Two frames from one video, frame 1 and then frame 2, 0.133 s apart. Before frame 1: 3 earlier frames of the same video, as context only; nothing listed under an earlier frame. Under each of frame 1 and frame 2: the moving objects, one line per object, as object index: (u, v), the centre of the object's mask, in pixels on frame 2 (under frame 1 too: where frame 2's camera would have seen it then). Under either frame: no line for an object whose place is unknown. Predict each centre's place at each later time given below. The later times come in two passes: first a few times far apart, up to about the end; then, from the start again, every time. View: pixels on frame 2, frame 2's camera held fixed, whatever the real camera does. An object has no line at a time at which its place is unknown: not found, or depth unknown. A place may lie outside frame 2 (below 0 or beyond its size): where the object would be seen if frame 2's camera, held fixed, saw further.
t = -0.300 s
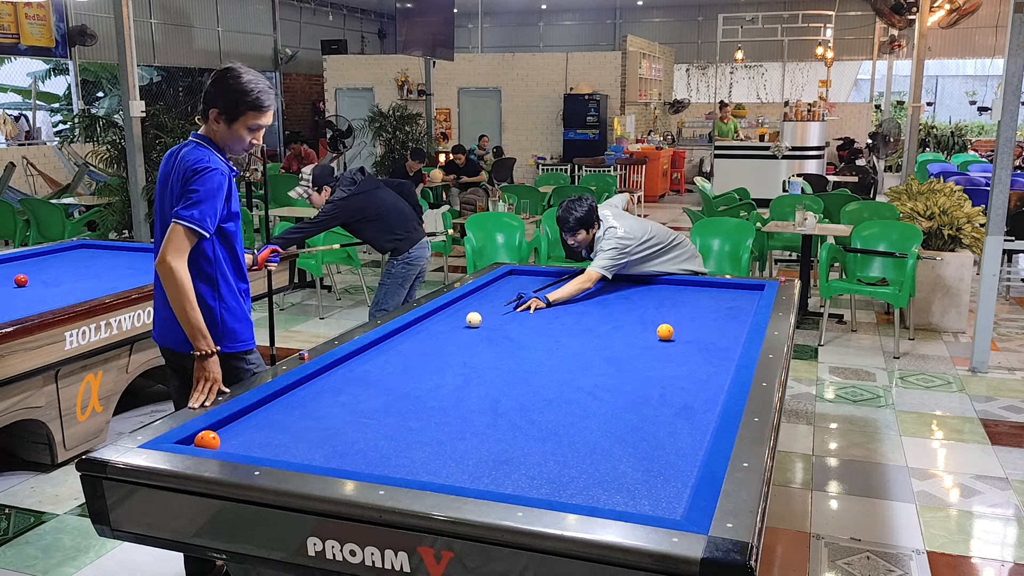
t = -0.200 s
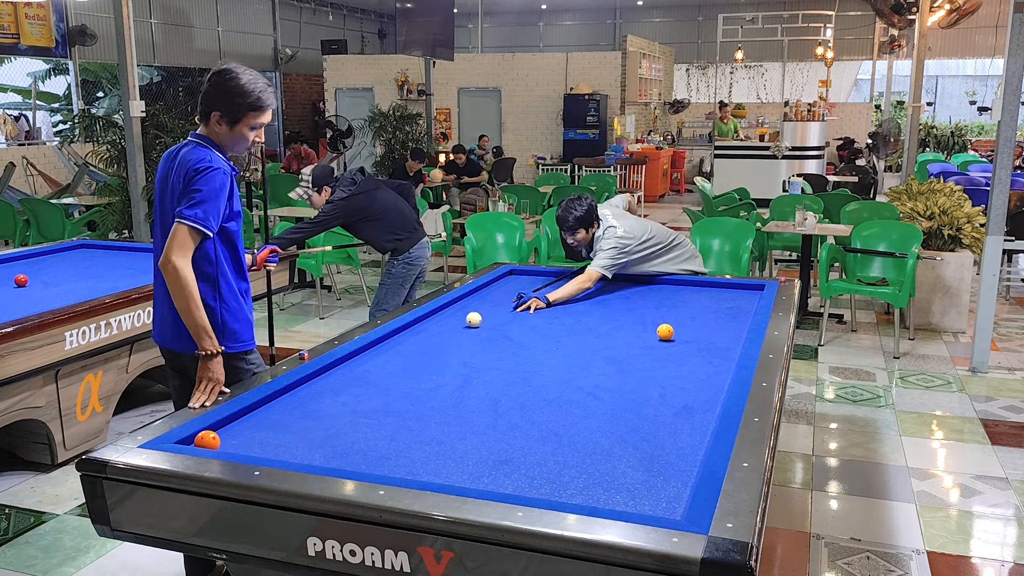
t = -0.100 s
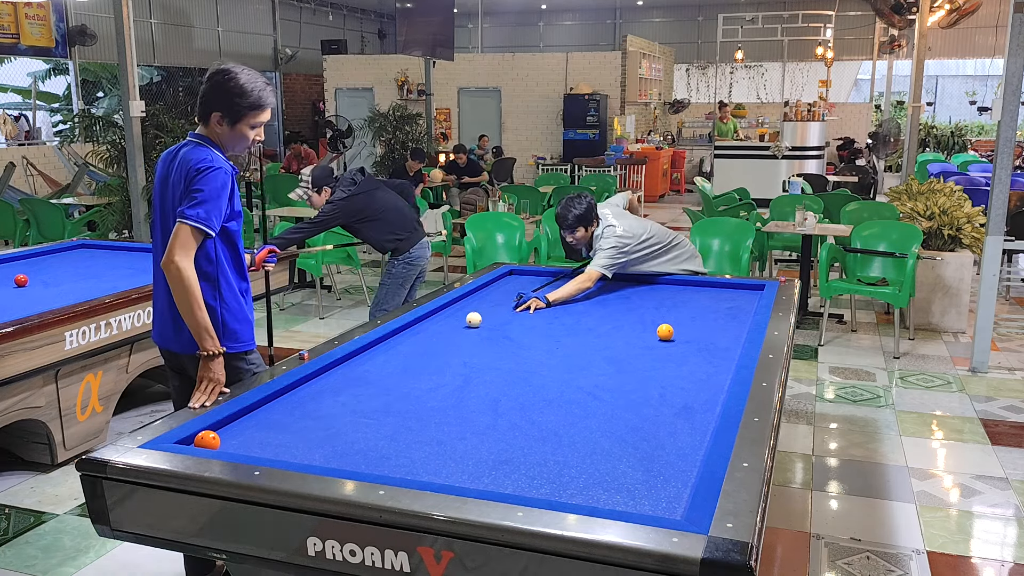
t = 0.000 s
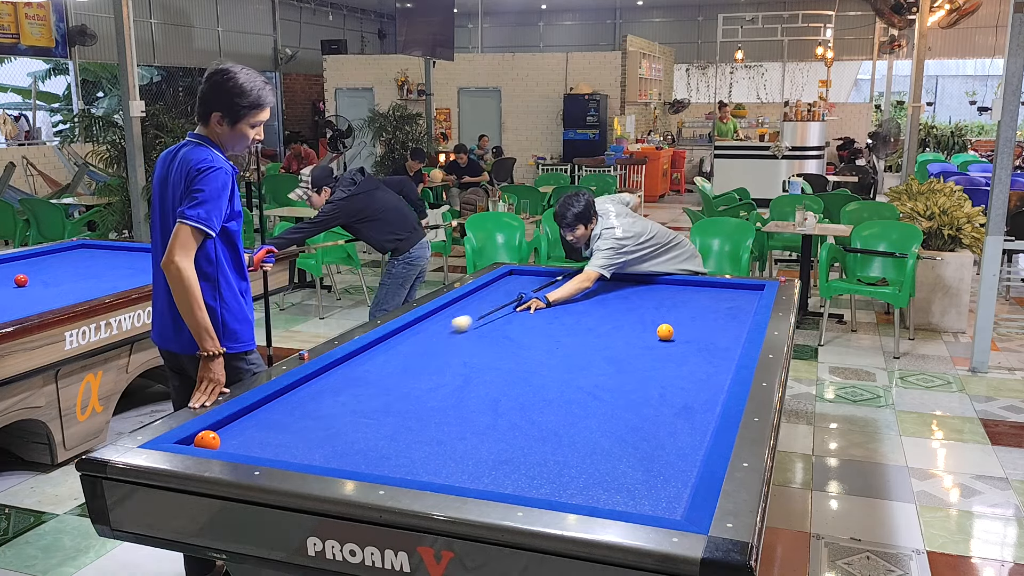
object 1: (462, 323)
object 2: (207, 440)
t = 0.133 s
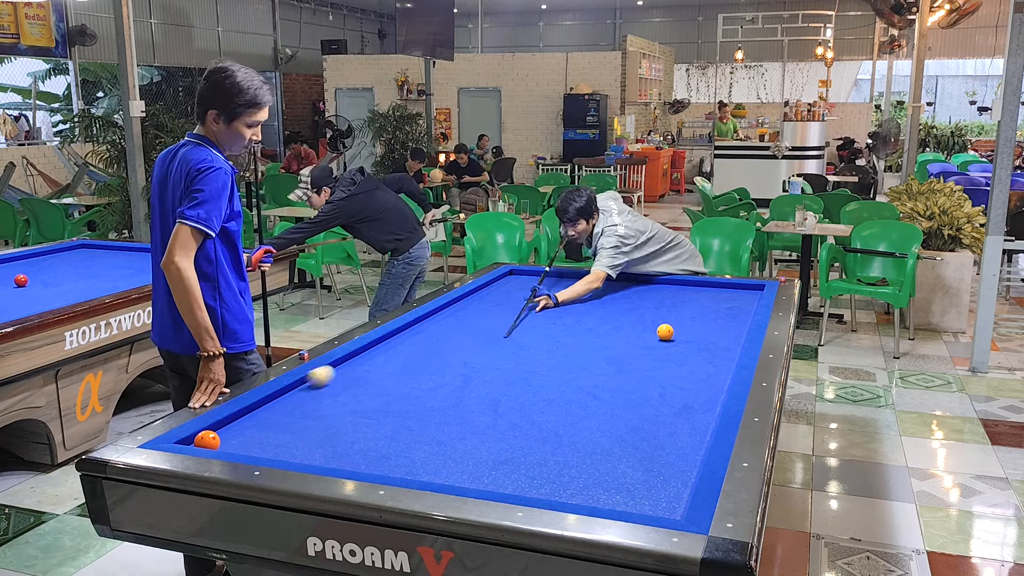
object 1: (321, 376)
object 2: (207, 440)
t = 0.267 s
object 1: (246, 448)
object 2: (191, 439)
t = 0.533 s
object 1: (610, 414)
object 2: (329, 414)
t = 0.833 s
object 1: (615, 355)
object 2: (446, 389)
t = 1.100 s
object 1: (544, 314)
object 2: (535, 370)
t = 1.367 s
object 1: (500, 285)
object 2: (611, 354)
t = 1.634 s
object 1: (551, 274)
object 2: (678, 340)
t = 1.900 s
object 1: (557, 281)
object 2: (738, 328)
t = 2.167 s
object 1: (562, 288)
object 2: (725, 315)
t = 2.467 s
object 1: (567, 296)
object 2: (708, 303)
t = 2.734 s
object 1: (572, 304)
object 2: (695, 293)
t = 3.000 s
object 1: (578, 312)
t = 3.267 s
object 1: (583, 321)
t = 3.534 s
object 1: (589, 330)
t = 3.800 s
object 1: (596, 340)
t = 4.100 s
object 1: (603, 352)
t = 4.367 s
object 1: (611, 363)
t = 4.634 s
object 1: (619, 375)
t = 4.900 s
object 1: (627, 388)
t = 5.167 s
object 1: (636, 403)
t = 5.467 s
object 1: (647, 420)
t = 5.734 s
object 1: (657, 437)
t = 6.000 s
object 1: (669, 454)
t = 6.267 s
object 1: (680, 473)
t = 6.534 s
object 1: (675, 489)
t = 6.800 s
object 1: (658, 503)
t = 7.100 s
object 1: (644, 504)
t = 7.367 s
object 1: (637, 497)
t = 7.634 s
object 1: (632, 489)
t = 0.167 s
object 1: (286, 394)
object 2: (207, 440)
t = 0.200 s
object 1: (263, 413)
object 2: (207, 440)
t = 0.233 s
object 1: (236, 435)
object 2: (207, 440)
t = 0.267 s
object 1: (246, 448)
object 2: (191, 439)
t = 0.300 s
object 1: (298, 447)
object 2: (212, 437)
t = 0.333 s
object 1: (349, 440)
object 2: (232, 434)
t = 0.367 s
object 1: (398, 435)
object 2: (251, 430)
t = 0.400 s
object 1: (445, 431)
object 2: (268, 427)
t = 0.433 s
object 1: (489, 426)
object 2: (284, 423)
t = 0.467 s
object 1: (531, 421)
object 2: (300, 420)
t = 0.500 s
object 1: (572, 417)
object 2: (315, 417)
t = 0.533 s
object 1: (610, 414)
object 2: (329, 414)
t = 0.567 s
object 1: (648, 410)
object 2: (343, 411)
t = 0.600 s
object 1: (684, 407)
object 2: (357, 408)
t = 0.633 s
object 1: (715, 403)
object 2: (371, 404)
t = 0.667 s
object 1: (697, 394)
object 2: (384, 402)
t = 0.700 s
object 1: (677, 385)
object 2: (397, 399)
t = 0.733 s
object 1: (659, 377)
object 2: (410, 396)
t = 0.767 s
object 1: (643, 369)
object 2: (422, 394)
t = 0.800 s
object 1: (628, 362)
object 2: (434, 391)
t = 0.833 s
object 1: (615, 355)
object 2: (446, 389)
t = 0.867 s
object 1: (603, 349)
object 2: (458, 386)
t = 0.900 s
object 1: (592, 343)
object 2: (470, 383)
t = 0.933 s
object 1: (582, 337)
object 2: (481, 381)
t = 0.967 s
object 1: (573, 332)
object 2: (492, 379)
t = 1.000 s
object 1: (565, 327)
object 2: (503, 377)
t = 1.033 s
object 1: (558, 323)
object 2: (514, 375)
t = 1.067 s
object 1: (551, 318)
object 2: (524, 373)
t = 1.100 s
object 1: (544, 314)
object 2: (535, 370)
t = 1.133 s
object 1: (538, 310)
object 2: (545, 368)
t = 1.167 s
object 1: (532, 306)
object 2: (554, 366)
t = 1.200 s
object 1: (526, 302)
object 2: (564, 364)
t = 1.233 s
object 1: (520, 299)
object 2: (574, 362)
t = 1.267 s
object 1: (515, 295)
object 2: (583, 360)
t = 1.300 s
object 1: (510, 292)
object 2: (593, 358)
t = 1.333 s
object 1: (505, 289)
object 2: (602, 356)
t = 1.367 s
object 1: (500, 285)
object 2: (611, 354)
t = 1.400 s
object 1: (495, 282)
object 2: (620, 352)
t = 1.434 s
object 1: (499, 280)
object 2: (629, 351)
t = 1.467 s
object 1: (509, 279)
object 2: (637, 349)
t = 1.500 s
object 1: (518, 278)
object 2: (646, 347)
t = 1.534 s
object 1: (527, 277)
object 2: (654, 345)
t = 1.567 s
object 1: (535, 276)
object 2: (662, 343)
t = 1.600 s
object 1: (543, 275)
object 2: (671, 342)
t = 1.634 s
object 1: (551, 274)
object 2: (678, 340)
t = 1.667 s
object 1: (556, 273)
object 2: (686, 339)
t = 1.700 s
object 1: (556, 274)
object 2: (694, 337)
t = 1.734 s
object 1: (556, 276)
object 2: (702, 335)
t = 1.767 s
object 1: (556, 277)
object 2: (709, 334)
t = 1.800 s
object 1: (556, 278)
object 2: (717, 332)
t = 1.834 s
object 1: (557, 279)
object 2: (724, 331)
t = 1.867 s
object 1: (557, 280)
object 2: (731, 329)
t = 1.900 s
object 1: (557, 281)
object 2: (738, 328)
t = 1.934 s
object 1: (558, 282)
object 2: (744, 326)
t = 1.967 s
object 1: (559, 283)
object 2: (741, 324)
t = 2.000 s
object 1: (559, 283)
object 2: (737, 323)
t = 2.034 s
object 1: (560, 284)
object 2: (733, 321)
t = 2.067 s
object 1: (560, 285)
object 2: (731, 320)
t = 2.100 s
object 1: (561, 286)
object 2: (729, 318)
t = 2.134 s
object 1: (561, 287)
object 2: (727, 317)
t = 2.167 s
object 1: (562, 288)
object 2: (725, 315)
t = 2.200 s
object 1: (562, 288)
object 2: (723, 314)
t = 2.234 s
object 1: (563, 290)
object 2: (721, 312)
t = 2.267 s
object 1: (564, 290)
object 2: (719, 311)
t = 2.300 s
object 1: (564, 291)
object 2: (717, 309)
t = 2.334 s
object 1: (565, 292)
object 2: (716, 308)
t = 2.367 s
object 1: (565, 293)
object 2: (714, 307)
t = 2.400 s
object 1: (566, 294)
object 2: (712, 305)
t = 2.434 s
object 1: (567, 295)
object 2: (710, 304)
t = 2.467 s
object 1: (567, 296)
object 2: (708, 303)
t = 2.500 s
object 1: (568, 297)
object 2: (707, 302)
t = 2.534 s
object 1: (569, 298)
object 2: (705, 300)
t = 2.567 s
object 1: (569, 299)
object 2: (703, 299)
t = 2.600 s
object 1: (570, 300)
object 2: (702, 298)
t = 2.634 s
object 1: (570, 301)
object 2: (700, 297)
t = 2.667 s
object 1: (571, 301)
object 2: (698, 296)
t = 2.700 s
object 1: (572, 303)
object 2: (697, 295)
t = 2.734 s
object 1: (572, 304)
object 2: (695, 293)
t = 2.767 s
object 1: (573, 305)
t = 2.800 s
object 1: (574, 306)
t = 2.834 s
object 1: (574, 307)
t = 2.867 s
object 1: (575, 308)
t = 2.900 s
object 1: (576, 309)
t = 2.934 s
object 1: (576, 310)
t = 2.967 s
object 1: (577, 311)
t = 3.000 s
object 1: (578, 312)
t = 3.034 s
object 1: (578, 313)
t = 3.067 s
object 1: (579, 314)
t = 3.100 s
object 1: (580, 315)
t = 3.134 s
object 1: (581, 316)
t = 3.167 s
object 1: (581, 318)
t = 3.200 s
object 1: (582, 318)
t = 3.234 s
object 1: (583, 320)
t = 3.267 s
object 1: (583, 321)
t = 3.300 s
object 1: (584, 322)
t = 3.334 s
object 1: (585, 323)
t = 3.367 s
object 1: (586, 324)
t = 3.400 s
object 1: (586, 325)
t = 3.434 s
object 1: (587, 326)
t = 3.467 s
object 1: (588, 328)
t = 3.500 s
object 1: (588, 329)
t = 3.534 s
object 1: (589, 330)
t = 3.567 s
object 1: (590, 331)
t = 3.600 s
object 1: (591, 332)
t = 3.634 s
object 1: (592, 334)
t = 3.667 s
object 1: (593, 335)
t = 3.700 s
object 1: (593, 336)
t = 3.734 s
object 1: (594, 337)
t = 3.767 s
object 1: (595, 339)
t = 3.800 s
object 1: (596, 340)
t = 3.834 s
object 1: (597, 341)
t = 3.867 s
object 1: (597, 342)
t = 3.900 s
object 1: (598, 344)
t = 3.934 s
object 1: (599, 345)
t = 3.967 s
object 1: (600, 347)
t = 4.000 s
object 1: (601, 348)
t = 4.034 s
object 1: (602, 349)
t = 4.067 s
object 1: (602, 351)
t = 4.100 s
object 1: (603, 352)
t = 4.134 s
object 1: (604, 353)
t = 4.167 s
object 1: (605, 355)
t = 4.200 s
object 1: (606, 356)
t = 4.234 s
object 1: (607, 358)
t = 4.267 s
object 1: (608, 359)
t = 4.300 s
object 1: (609, 361)
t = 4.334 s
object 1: (610, 362)
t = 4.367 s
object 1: (611, 363)
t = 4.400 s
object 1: (612, 365)
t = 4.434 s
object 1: (612, 366)
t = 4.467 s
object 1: (613, 368)
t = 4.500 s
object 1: (614, 370)
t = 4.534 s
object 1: (615, 371)
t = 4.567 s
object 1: (617, 372)
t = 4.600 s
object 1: (618, 374)
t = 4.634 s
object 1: (619, 375)
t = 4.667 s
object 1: (619, 377)
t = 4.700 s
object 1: (621, 379)
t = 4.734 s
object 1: (622, 380)
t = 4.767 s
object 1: (623, 382)
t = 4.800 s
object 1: (624, 383)
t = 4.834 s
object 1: (625, 385)
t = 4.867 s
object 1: (626, 387)
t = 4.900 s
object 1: (627, 388)
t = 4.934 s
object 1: (628, 390)
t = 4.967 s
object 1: (629, 392)
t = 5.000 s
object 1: (630, 394)
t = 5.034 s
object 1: (632, 395)
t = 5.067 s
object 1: (633, 398)
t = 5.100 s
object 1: (634, 399)
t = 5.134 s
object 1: (635, 401)
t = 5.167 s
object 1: (636, 403)
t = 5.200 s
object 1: (637, 405)
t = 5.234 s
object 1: (638, 407)
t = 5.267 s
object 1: (640, 408)
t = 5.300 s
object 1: (641, 410)
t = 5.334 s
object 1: (642, 412)
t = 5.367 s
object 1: (643, 414)
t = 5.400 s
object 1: (645, 416)
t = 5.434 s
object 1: (646, 418)
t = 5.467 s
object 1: (647, 420)
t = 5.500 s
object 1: (649, 422)
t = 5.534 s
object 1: (650, 424)
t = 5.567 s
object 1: (651, 426)
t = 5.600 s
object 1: (652, 428)
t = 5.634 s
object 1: (653, 430)
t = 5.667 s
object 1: (655, 433)
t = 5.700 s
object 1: (656, 435)
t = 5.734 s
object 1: (657, 437)
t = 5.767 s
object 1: (659, 439)
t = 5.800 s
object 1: (660, 441)
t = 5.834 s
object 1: (662, 443)
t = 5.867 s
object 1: (663, 445)
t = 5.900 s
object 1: (664, 447)
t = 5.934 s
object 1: (666, 449)
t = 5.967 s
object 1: (667, 452)
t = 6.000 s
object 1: (669, 454)
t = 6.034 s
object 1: (670, 457)
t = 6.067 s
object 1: (671, 459)
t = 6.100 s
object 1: (673, 461)
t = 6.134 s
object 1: (674, 464)
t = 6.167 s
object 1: (676, 466)
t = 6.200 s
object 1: (678, 469)
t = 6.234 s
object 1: (679, 471)
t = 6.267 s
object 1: (680, 473)
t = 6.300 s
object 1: (682, 476)
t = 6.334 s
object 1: (683, 478)
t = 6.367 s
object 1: (684, 481)
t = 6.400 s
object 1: (683, 483)
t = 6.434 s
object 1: (681, 484)
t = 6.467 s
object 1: (679, 486)
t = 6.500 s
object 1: (677, 488)
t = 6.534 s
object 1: (675, 489)
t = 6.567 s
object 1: (673, 491)
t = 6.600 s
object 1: (671, 493)
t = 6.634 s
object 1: (669, 495)
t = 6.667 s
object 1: (666, 496)
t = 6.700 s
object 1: (664, 498)
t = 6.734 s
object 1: (662, 500)
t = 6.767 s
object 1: (660, 501)
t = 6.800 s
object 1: (658, 503)
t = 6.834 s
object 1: (656, 504)
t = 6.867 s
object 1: (654, 504)
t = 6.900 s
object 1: (652, 505)
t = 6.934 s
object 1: (649, 506)
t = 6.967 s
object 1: (647, 507)
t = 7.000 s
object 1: (646, 507)
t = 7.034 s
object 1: (646, 506)
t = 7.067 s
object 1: (645, 505)
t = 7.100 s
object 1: (644, 504)
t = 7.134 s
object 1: (644, 504)
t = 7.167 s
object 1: (642, 503)
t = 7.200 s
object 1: (641, 502)
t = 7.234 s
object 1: (641, 501)
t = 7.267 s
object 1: (640, 500)
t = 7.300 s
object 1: (639, 499)
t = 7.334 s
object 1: (638, 498)
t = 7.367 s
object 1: (637, 497)
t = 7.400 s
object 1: (637, 496)
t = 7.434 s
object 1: (636, 495)
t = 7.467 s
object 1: (635, 494)
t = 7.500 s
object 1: (635, 493)
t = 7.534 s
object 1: (634, 492)
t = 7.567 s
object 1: (633, 491)
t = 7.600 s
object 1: (633, 490)
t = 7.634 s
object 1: (632, 489)
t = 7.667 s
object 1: (631, 488)
